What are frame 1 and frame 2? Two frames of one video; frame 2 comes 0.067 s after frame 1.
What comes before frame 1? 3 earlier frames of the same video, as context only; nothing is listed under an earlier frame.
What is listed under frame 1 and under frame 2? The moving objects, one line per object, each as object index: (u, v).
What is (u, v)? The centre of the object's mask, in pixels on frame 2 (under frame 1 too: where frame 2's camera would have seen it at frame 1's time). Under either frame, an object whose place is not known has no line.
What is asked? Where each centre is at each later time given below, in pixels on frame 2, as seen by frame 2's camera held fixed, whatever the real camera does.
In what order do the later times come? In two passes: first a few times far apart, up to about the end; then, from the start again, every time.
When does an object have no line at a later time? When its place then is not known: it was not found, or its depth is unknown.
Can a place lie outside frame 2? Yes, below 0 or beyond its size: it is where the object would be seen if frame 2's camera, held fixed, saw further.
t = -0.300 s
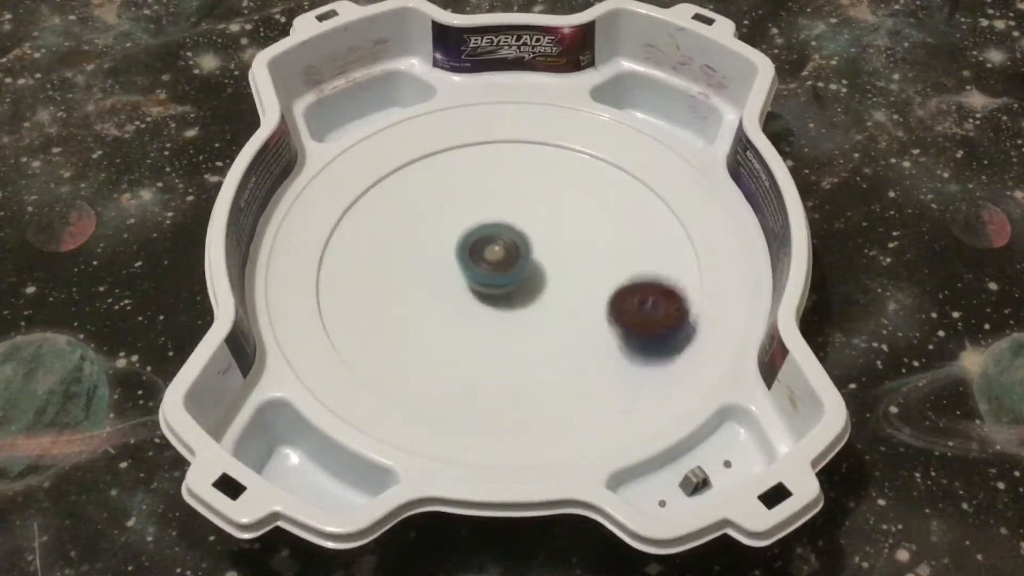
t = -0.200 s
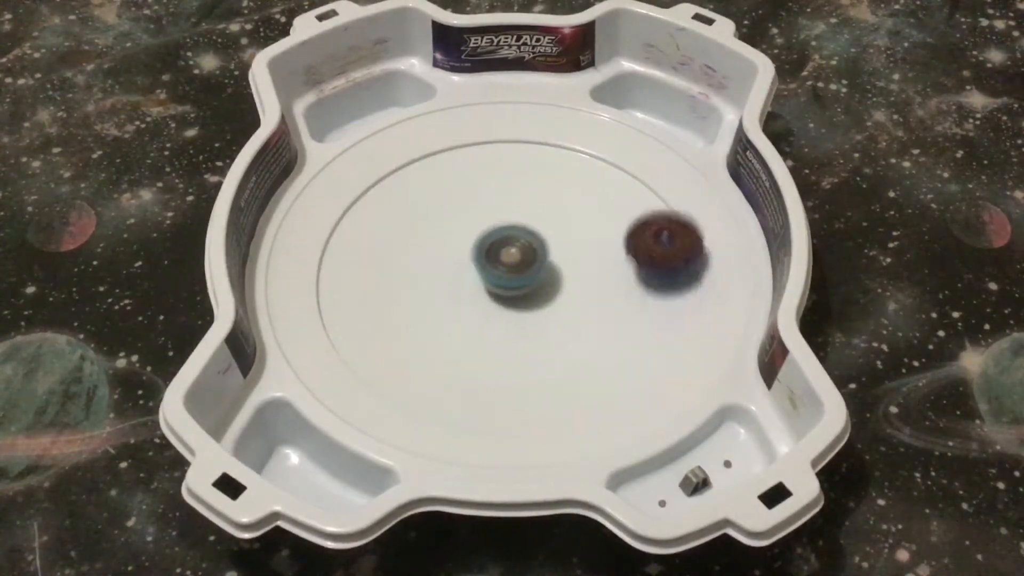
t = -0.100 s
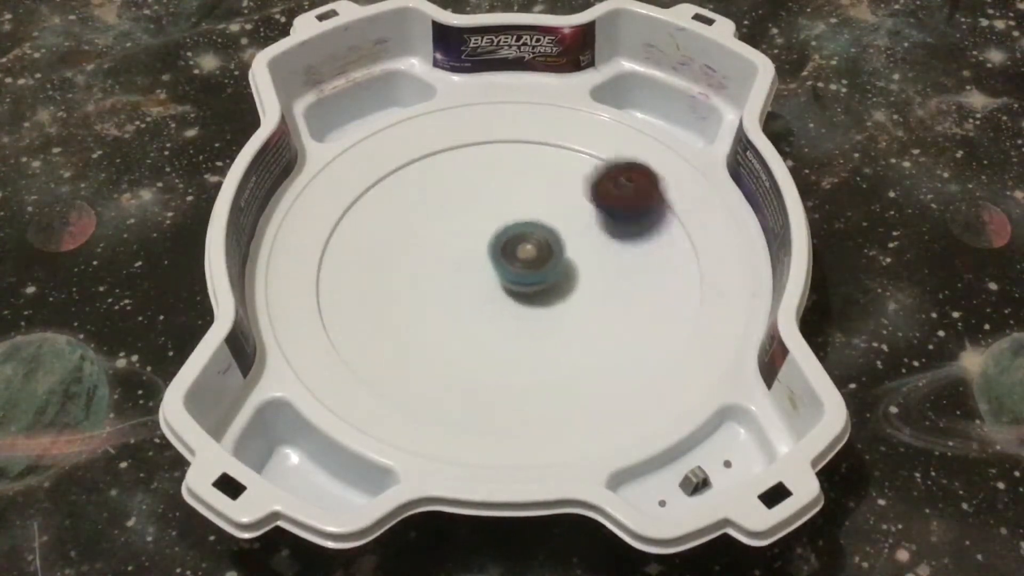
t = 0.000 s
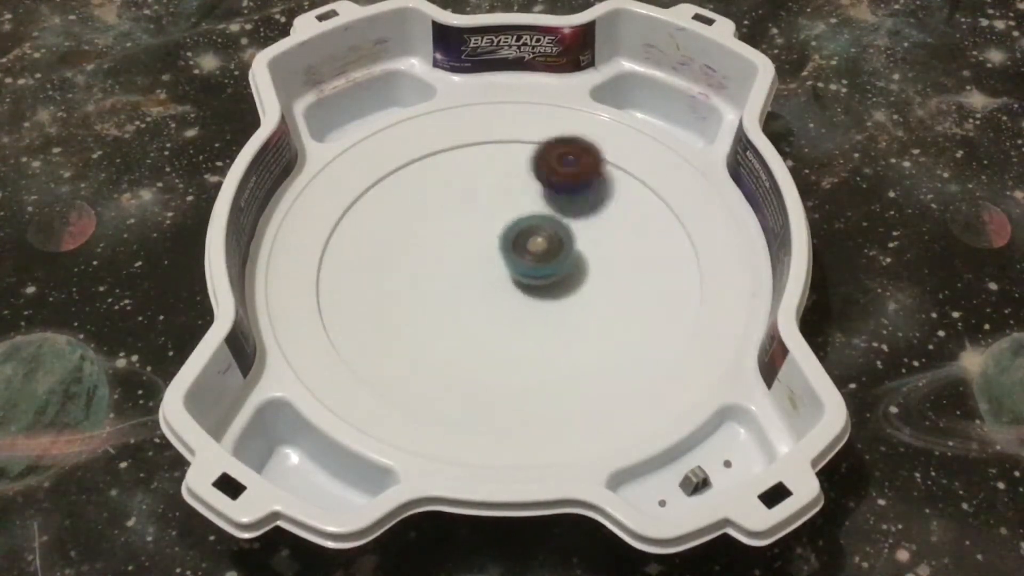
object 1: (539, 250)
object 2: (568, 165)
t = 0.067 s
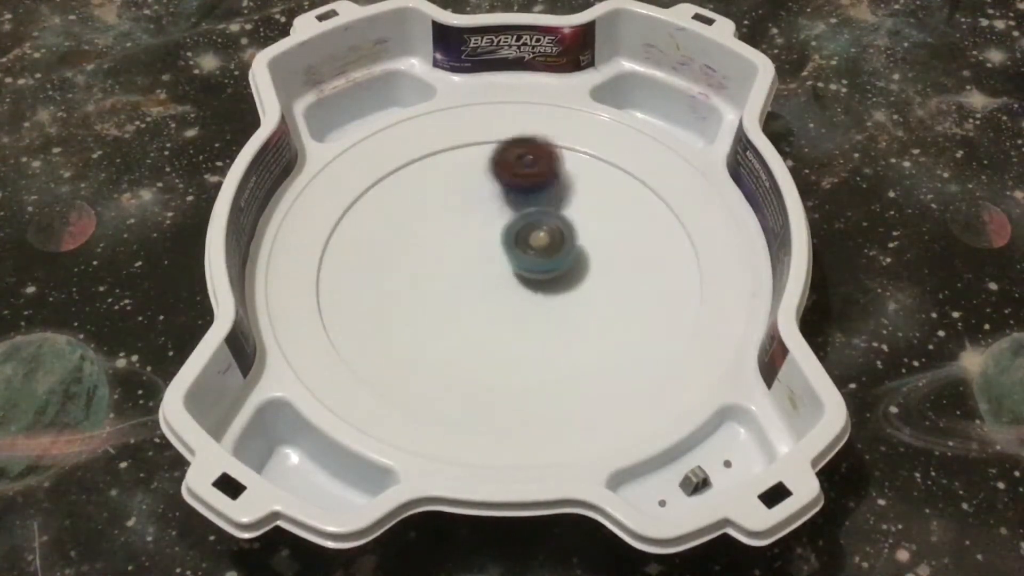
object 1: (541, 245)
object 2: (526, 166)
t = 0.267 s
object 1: (529, 237)
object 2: (405, 227)
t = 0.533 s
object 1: (519, 262)
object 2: (448, 321)
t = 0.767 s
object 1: (549, 265)
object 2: (541, 330)
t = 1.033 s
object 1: (519, 210)
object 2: (583, 289)
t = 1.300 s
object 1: (443, 219)
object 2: (531, 274)
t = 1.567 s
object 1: (435, 225)
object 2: (505, 335)
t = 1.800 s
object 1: (454, 247)
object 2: (573, 335)
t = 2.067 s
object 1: (491, 231)
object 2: (550, 275)
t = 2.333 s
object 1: (454, 177)
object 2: (512, 293)
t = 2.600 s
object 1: (459, 226)
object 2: (510, 293)
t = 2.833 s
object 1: (502, 223)
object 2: (523, 301)
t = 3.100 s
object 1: (554, 200)
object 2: (528, 329)
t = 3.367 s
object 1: (576, 178)
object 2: (527, 334)
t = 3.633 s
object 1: (567, 214)
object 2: (492, 281)
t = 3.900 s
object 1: (568, 283)
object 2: (457, 225)
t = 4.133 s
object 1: (572, 325)
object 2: (453, 211)
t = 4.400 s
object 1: (562, 340)
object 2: (511, 240)
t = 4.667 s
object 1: (517, 322)
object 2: (579, 266)
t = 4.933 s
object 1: (455, 286)
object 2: (593, 278)
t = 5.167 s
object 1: (419, 258)
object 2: (538, 286)
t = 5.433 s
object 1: (411, 225)
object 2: (473, 302)
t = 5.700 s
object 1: (413, 161)
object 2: (495, 342)
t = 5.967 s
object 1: (467, 169)
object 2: (534, 299)
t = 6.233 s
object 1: (536, 202)
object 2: (546, 263)
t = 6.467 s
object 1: (609, 252)
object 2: (543, 296)
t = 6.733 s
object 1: (655, 311)
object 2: (517, 310)
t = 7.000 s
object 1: (627, 361)
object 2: (493, 284)
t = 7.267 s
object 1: (543, 365)
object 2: (494, 240)
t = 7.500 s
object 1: (469, 322)
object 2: (515, 220)
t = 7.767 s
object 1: (419, 248)
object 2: (537, 237)
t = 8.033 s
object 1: (423, 184)
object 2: (529, 279)
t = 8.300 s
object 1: (475, 160)
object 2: (499, 303)
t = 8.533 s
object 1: (535, 186)
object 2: (479, 296)
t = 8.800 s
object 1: (588, 249)
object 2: (496, 262)
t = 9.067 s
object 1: (598, 315)
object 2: (533, 235)
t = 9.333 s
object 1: (554, 352)
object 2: (557, 237)
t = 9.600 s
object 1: (480, 338)
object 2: (536, 266)
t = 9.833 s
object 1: (433, 292)
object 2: (521, 277)
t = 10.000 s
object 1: (433, 249)
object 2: (532, 273)
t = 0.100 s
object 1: (540, 242)
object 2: (500, 169)
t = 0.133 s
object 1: (540, 240)
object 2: (474, 178)
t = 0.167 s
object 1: (538, 239)
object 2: (450, 187)
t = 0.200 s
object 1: (535, 237)
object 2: (431, 200)
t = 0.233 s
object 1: (532, 237)
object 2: (416, 212)
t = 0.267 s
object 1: (529, 237)
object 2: (405, 227)
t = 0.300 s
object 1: (526, 238)
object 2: (398, 242)
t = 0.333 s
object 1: (523, 240)
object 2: (397, 257)
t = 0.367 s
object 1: (520, 243)
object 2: (399, 271)
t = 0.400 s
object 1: (518, 246)
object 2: (404, 284)
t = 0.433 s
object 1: (517, 250)
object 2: (412, 295)
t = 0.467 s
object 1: (517, 254)
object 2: (422, 306)
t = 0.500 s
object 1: (518, 258)
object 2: (434, 315)
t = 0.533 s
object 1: (519, 262)
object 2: (448, 321)
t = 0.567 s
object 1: (521, 265)
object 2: (462, 327)
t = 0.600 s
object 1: (524, 269)
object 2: (476, 331)
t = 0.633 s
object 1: (528, 271)
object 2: (492, 332)
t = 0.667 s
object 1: (533, 272)
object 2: (507, 332)
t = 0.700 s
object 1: (538, 272)
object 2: (519, 333)
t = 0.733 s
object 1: (545, 269)
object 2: (530, 332)
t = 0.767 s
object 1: (549, 265)
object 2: (541, 330)
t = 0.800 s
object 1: (552, 261)
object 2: (551, 327)
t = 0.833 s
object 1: (554, 256)
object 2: (561, 321)
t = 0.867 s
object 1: (554, 251)
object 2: (568, 315)
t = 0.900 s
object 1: (550, 244)
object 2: (574, 306)
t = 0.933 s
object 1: (546, 240)
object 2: (578, 297)
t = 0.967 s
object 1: (542, 237)
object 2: (579, 290)
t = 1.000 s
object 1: (533, 226)
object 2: (582, 290)
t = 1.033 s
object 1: (519, 210)
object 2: (583, 289)
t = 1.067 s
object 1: (508, 203)
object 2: (584, 285)
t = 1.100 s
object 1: (498, 202)
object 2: (583, 281)
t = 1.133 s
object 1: (484, 202)
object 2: (578, 278)
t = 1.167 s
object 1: (470, 205)
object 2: (570, 274)
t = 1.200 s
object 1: (460, 207)
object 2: (562, 272)
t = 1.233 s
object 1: (452, 210)
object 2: (553, 272)
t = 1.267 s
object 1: (447, 215)
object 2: (541, 272)
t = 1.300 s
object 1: (443, 219)
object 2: (531, 274)
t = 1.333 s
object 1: (441, 224)
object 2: (521, 277)
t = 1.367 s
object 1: (439, 229)
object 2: (510, 280)
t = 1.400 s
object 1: (439, 234)
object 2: (502, 283)
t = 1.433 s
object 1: (439, 239)
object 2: (493, 287)
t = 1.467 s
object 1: (436, 235)
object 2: (492, 303)
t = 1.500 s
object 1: (434, 227)
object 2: (494, 315)
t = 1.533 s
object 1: (434, 224)
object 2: (499, 327)
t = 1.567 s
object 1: (435, 225)
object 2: (505, 335)
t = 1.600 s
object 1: (435, 229)
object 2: (512, 341)
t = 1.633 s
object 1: (434, 233)
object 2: (522, 346)
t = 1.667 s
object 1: (434, 238)
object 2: (534, 350)
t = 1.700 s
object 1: (436, 241)
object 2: (545, 350)
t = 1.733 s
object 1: (440, 243)
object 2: (556, 348)
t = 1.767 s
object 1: (447, 245)
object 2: (565, 344)
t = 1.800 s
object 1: (454, 247)
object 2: (573, 335)
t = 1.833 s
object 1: (462, 248)
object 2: (577, 326)
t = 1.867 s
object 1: (471, 249)
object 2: (576, 316)
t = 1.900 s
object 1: (479, 251)
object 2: (573, 307)
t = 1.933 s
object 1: (487, 252)
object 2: (568, 296)
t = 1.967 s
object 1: (493, 252)
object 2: (562, 287)
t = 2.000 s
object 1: (491, 247)
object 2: (562, 284)
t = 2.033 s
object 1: (491, 239)
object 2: (558, 280)
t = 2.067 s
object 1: (491, 231)
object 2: (550, 275)
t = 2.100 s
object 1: (492, 222)
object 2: (543, 270)
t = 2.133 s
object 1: (491, 212)
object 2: (537, 272)
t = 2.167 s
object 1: (485, 196)
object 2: (532, 275)
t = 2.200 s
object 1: (481, 188)
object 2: (527, 279)
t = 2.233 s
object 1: (476, 183)
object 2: (522, 282)
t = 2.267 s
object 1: (469, 178)
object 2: (517, 286)
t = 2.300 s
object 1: (462, 176)
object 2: (514, 290)
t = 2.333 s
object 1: (454, 177)
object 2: (512, 293)
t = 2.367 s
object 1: (446, 179)
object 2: (510, 296)
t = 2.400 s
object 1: (441, 183)
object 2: (509, 297)
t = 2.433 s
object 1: (438, 188)
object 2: (509, 299)
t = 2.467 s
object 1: (438, 195)
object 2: (510, 300)
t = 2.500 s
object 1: (441, 203)
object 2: (511, 299)
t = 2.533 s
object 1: (445, 210)
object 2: (510, 298)
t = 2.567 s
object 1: (451, 218)
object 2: (510, 296)
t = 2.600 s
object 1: (459, 226)
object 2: (510, 293)
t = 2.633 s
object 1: (465, 232)
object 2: (510, 290)
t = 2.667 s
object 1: (472, 233)
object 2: (510, 290)
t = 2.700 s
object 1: (480, 228)
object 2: (510, 293)
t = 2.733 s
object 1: (486, 225)
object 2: (513, 296)
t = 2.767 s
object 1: (492, 222)
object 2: (516, 299)
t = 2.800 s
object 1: (498, 222)
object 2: (519, 301)
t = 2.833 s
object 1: (502, 223)
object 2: (523, 301)
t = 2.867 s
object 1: (507, 225)
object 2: (527, 300)
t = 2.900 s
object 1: (512, 228)
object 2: (530, 298)
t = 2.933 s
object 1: (517, 229)
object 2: (533, 296)
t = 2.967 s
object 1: (521, 230)
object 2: (533, 295)
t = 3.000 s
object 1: (531, 220)
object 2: (530, 305)
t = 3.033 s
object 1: (540, 212)
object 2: (528, 314)
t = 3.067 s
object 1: (548, 206)
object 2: (527, 322)
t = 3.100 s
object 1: (554, 200)
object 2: (528, 329)
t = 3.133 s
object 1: (560, 195)
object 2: (529, 334)
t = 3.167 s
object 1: (565, 191)
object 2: (530, 338)
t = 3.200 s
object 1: (568, 187)
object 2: (531, 341)
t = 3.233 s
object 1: (571, 184)
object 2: (531, 342)
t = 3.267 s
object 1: (572, 181)
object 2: (530, 342)
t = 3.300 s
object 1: (574, 179)
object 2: (530, 340)
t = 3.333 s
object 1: (576, 178)
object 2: (529, 338)
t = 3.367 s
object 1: (576, 178)
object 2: (527, 334)
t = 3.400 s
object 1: (576, 178)
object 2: (525, 329)
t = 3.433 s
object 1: (576, 180)
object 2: (522, 322)
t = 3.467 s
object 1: (575, 183)
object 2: (518, 315)
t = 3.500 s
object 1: (574, 188)
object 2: (512, 309)
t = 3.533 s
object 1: (572, 194)
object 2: (506, 303)
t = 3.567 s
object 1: (570, 200)
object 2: (501, 296)
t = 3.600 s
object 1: (569, 206)
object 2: (496, 289)
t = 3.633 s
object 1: (567, 214)
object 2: (492, 281)
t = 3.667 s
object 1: (566, 223)
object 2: (487, 274)
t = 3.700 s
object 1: (566, 231)
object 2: (481, 265)
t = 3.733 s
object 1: (566, 241)
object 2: (475, 258)
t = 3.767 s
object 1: (566, 249)
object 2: (470, 251)
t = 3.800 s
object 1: (566, 258)
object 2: (466, 244)
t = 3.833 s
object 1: (567, 266)
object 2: (463, 238)
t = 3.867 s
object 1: (567, 275)
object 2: (460, 232)
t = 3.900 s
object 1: (568, 283)
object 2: (457, 225)
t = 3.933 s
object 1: (568, 291)
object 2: (454, 220)
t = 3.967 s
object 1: (568, 298)
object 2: (452, 215)
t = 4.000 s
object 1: (569, 304)
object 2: (450, 212)
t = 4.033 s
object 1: (570, 310)
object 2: (450, 210)
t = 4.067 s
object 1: (571, 316)
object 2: (450, 210)
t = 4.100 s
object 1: (572, 321)
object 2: (451, 210)
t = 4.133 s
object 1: (572, 325)
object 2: (453, 211)
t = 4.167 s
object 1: (572, 328)
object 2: (456, 213)
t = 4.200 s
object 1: (571, 332)
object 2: (461, 217)
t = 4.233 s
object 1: (570, 334)
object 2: (469, 221)
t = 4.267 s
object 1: (570, 337)
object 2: (478, 225)
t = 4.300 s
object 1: (569, 338)
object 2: (486, 229)
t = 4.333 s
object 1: (567, 340)
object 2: (494, 231)
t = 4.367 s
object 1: (565, 340)
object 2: (502, 236)
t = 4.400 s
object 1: (562, 340)
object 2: (511, 240)
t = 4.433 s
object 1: (559, 339)
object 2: (521, 245)
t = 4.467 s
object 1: (554, 338)
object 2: (531, 248)
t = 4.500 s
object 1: (549, 336)
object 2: (540, 250)
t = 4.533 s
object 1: (543, 334)
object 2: (548, 254)
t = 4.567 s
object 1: (537, 331)
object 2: (556, 258)
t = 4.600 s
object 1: (530, 329)
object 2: (564, 262)
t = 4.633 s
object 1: (523, 325)
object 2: (573, 264)
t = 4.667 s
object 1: (517, 322)
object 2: (579, 266)
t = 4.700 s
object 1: (510, 318)
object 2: (585, 269)
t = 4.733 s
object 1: (502, 314)
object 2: (589, 271)
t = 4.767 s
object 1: (493, 309)
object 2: (594, 274)
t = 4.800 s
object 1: (486, 305)
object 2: (598, 276)
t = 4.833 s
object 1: (477, 300)
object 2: (600, 276)
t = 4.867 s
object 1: (469, 295)
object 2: (599, 277)
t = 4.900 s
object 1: (462, 291)
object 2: (597, 277)
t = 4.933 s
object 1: (455, 286)
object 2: (593, 278)
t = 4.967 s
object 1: (448, 282)
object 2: (590, 279)
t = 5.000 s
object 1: (442, 277)
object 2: (585, 280)
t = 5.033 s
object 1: (437, 273)
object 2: (575, 280)
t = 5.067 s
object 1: (431, 269)
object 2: (565, 282)
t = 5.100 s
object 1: (426, 265)
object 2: (555, 284)
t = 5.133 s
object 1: (422, 261)
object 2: (548, 285)
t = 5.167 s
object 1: (419, 258)
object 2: (538, 286)
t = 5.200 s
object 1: (416, 255)
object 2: (527, 287)
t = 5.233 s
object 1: (414, 252)
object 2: (516, 288)
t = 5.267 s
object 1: (412, 249)
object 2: (507, 288)
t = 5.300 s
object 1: (412, 247)
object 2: (499, 289)
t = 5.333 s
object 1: (412, 245)
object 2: (490, 288)
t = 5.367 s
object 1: (413, 243)
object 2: (480, 287)
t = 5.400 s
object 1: (414, 241)
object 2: (471, 287)
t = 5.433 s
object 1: (411, 225)
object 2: (473, 302)
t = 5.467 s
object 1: (405, 204)
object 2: (472, 311)
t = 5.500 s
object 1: (403, 190)
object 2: (471, 318)
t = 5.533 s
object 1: (403, 180)
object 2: (474, 326)
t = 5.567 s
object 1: (403, 174)
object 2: (477, 330)
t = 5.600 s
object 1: (404, 170)
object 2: (479, 335)
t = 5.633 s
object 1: (406, 166)
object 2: (485, 340)
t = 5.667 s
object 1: (409, 163)
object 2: (491, 341)
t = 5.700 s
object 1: (413, 161)
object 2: (495, 342)
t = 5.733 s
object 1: (417, 160)
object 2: (503, 341)
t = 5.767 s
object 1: (423, 159)
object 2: (510, 336)
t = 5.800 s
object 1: (429, 159)
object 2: (513, 333)
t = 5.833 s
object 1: (435, 158)
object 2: (520, 329)
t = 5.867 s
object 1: (443, 160)
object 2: (524, 322)
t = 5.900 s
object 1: (450, 161)
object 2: (526, 315)
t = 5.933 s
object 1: (459, 165)
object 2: (532, 308)
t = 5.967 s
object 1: (467, 169)
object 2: (534, 299)
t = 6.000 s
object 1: (476, 173)
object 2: (536, 292)
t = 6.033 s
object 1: (484, 178)
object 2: (540, 285)
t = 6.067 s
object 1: (493, 184)
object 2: (542, 276)
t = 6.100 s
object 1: (501, 190)
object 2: (544, 269)
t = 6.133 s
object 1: (511, 199)
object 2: (548, 262)
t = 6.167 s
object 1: (517, 201)
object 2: (550, 255)
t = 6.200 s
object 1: (526, 200)
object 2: (548, 259)
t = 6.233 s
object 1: (536, 202)
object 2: (546, 263)
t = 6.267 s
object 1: (544, 203)
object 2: (542, 269)
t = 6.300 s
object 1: (556, 209)
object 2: (543, 271)
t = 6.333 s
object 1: (568, 217)
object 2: (543, 275)
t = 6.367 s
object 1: (580, 226)
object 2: (543, 281)
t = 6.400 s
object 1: (590, 234)
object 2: (544, 286)
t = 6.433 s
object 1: (601, 245)
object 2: (542, 292)
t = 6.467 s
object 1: (609, 252)
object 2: (543, 296)
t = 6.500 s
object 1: (619, 262)
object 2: (539, 298)
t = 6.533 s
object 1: (625, 267)
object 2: (537, 303)
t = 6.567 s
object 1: (633, 274)
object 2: (536, 304)
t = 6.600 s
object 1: (639, 281)
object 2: (531, 309)
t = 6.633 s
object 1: (645, 288)
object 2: (529, 310)
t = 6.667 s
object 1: (649, 296)
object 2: (524, 311)
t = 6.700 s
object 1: (652, 304)
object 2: (522, 312)
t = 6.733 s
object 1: (655, 311)
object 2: (517, 310)
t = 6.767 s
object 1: (656, 319)
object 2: (514, 310)
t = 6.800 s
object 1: (656, 327)
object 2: (511, 307)
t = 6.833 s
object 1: (654, 334)
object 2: (505, 305)
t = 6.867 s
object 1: (651, 341)
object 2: (504, 300)
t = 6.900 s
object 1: (647, 347)
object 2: (498, 297)
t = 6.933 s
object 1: (642, 353)
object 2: (498, 293)
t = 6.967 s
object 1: (635, 357)
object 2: (494, 287)
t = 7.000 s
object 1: (627, 361)
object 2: (493, 284)
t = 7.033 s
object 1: (618, 365)
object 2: (491, 277)
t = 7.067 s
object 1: (609, 368)
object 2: (489, 273)
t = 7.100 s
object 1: (599, 370)
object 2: (490, 266)
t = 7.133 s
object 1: (589, 370)
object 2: (488, 261)
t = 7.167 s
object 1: (577, 371)
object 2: (491, 256)
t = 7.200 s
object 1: (565, 370)
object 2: (491, 251)
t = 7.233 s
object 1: (554, 367)
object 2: (493, 246)
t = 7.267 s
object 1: (543, 365)
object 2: (494, 240)
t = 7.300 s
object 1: (532, 361)
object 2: (497, 237)
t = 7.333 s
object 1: (521, 356)
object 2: (500, 231)
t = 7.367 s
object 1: (510, 350)
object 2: (501, 229)
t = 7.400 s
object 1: (500, 345)
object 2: (506, 225)
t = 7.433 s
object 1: (489, 338)
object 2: (507, 223)
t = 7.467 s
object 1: (478, 329)
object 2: (513, 221)
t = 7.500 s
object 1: (469, 322)
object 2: (515, 220)
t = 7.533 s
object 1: (461, 314)
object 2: (520, 220)
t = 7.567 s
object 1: (453, 305)
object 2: (522, 219)
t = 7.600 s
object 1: (445, 296)
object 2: (525, 222)
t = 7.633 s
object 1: (437, 286)
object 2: (528, 222)
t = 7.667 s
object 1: (432, 276)
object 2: (529, 226)
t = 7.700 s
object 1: (426, 267)
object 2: (533, 228)
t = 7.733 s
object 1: (422, 257)
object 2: (533, 233)
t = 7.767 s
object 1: (419, 248)
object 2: (537, 237)
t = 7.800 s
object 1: (417, 239)
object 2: (536, 242)
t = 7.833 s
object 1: (415, 230)
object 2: (538, 247)
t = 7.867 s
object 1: (414, 221)
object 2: (536, 251)
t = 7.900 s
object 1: (413, 212)
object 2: (537, 257)
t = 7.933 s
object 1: (414, 204)
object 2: (536, 261)
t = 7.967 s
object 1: (415, 197)
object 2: (533, 268)
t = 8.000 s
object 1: (418, 190)
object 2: (533, 273)
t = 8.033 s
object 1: (423, 184)
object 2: (529, 279)
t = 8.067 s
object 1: (428, 178)
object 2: (527, 283)
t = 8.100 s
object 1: (433, 173)
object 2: (522, 288)
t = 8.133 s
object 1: (439, 169)
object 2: (521, 292)
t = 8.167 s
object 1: (444, 165)
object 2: (515, 295)
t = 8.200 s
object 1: (451, 162)
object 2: (513, 298)
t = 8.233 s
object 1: (459, 161)
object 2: (507, 300)
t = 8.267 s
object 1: (467, 159)
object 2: (504, 303)
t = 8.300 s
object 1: (475, 160)
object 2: (499, 303)
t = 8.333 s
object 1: (485, 161)
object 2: (495, 305)
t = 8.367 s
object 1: (494, 163)
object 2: (492, 304)
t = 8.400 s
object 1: (502, 166)
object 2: (486, 304)
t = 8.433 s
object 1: (511, 170)
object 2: (485, 303)
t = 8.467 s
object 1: (520, 175)
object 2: (481, 301)
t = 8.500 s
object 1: (527, 180)
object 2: (482, 299)
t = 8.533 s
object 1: (535, 186)
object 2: (479, 296)
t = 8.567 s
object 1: (543, 192)
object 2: (482, 293)
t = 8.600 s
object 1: (551, 200)
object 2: (480, 290)
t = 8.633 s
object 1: (558, 207)
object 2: (484, 285)
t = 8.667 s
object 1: (566, 215)
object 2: (484, 282)
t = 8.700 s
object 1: (572, 223)
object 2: (487, 277)
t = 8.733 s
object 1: (578, 231)
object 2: (489, 271)
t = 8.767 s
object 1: (584, 240)
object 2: (493, 268)
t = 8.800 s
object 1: (588, 249)
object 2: (496, 262)
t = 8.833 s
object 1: (592, 258)
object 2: (500, 260)
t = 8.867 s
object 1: (596, 266)
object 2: (504, 254)
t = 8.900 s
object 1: (598, 274)
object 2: (508, 251)
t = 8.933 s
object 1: (600, 283)
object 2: (514, 246)
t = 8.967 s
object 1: (601, 291)
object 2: (517, 244)
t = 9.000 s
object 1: (600, 299)
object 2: (523, 239)
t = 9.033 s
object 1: (599, 307)
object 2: (526, 238)
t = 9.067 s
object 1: (598, 315)
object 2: (533, 235)
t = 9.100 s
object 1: (595, 321)
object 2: (535, 234)
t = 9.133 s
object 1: (591, 328)
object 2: (543, 232)
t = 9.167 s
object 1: (586, 334)
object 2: (544, 232)
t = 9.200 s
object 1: (581, 339)
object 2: (550, 232)
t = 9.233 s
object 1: (575, 344)
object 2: (551, 232)
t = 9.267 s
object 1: (568, 347)
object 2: (556, 233)
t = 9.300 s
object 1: (561, 350)
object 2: (554, 235)
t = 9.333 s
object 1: (554, 352)
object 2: (557, 237)
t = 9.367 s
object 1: (545, 353)
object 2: (555, 239)
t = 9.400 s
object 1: (536, 353)
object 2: (556, 243)
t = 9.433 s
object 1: (527, 353)
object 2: (552, 247)
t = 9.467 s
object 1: (518, 351)
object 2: (552, 250)
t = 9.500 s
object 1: (508, 349)
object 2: (547, 254)
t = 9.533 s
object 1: (499, 347)
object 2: (545, 258)
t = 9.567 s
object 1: (489, 343)
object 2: (540, 261)
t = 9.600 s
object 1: (480, 338)
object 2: (536, 266)
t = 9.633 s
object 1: (472, 333)
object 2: (531, 268)
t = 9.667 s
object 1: (464, 328)
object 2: (526, 273)
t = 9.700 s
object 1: (459, 323)
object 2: (519, 275)
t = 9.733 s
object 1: (452, 317)
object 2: (515, 278)
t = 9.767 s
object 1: (444, 310)
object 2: (515, 278)
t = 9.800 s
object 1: (438, 302)
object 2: (518, 279)
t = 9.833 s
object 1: (433, 292)
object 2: (521, 277)
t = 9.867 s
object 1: (431, 284)
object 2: (523, 278)
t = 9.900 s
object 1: (431, 276)
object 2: (525, 275)
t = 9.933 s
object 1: (431, 268)
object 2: (528, 275)
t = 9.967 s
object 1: (432, 260)
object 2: (527, 273)
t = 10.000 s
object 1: (433, 249)
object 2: (532, 273)
